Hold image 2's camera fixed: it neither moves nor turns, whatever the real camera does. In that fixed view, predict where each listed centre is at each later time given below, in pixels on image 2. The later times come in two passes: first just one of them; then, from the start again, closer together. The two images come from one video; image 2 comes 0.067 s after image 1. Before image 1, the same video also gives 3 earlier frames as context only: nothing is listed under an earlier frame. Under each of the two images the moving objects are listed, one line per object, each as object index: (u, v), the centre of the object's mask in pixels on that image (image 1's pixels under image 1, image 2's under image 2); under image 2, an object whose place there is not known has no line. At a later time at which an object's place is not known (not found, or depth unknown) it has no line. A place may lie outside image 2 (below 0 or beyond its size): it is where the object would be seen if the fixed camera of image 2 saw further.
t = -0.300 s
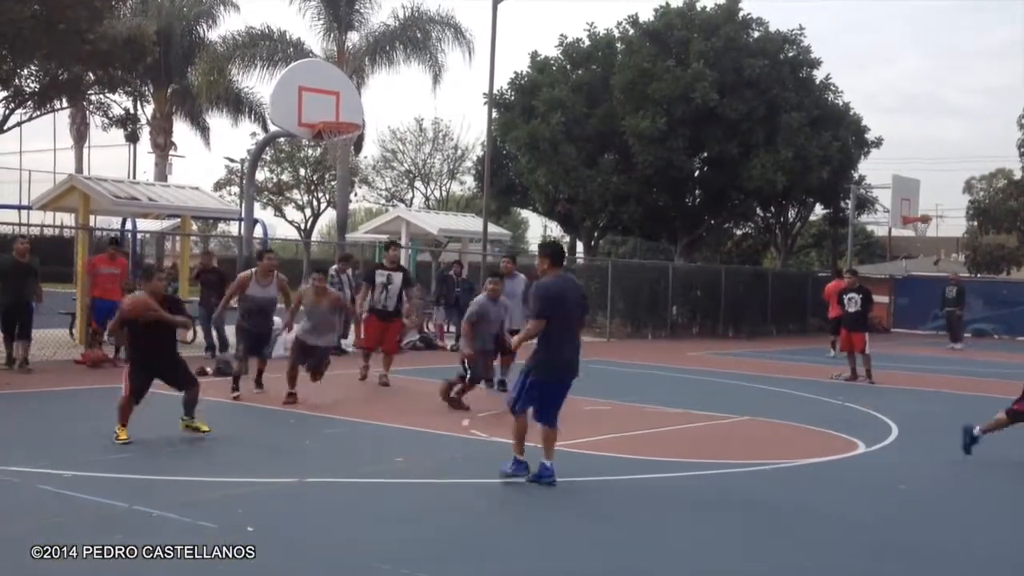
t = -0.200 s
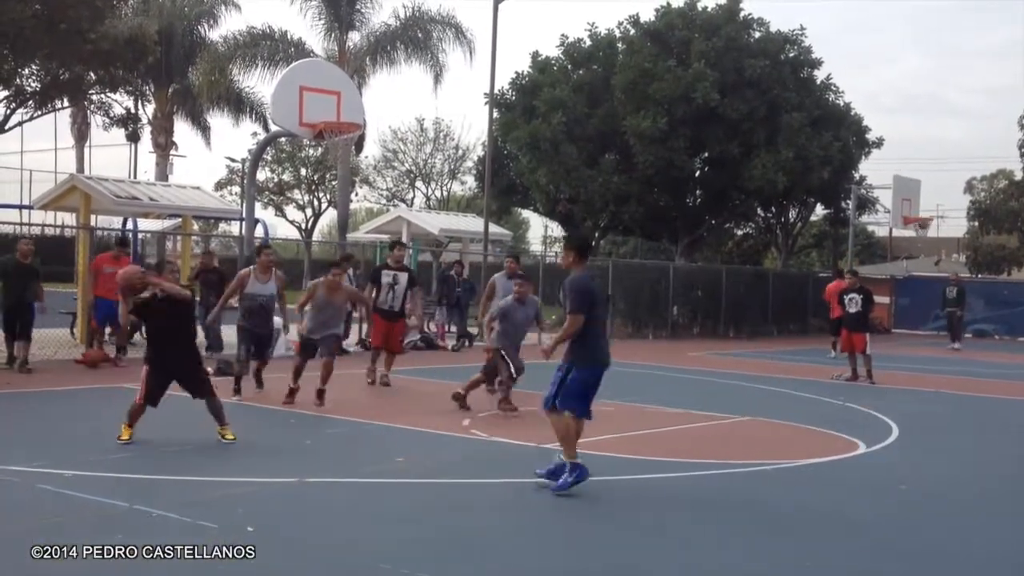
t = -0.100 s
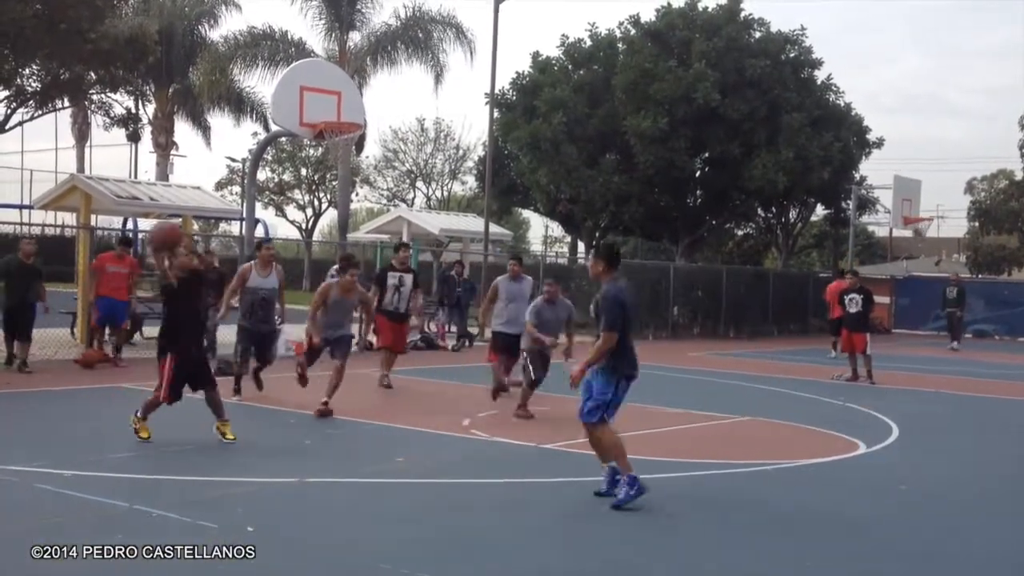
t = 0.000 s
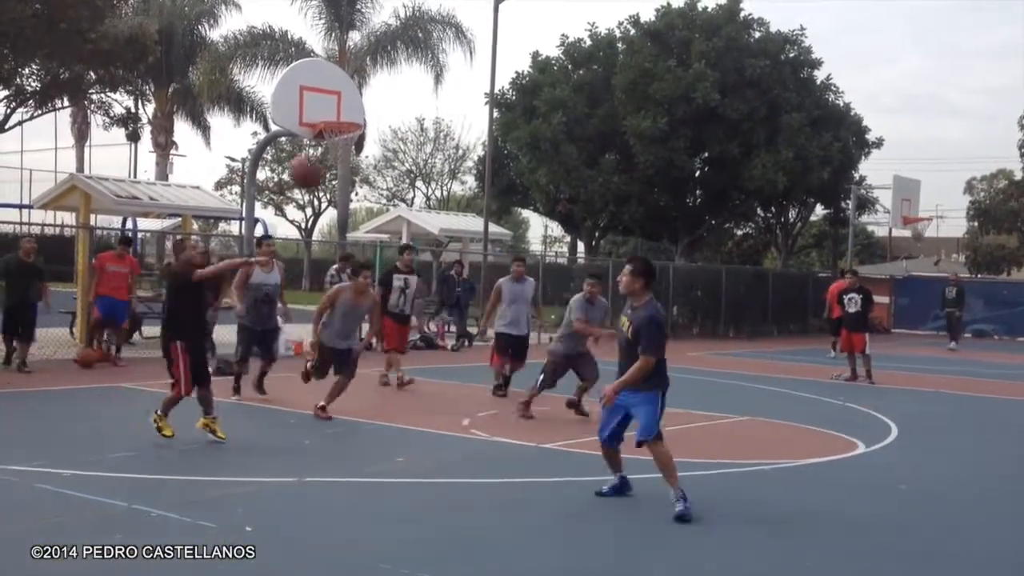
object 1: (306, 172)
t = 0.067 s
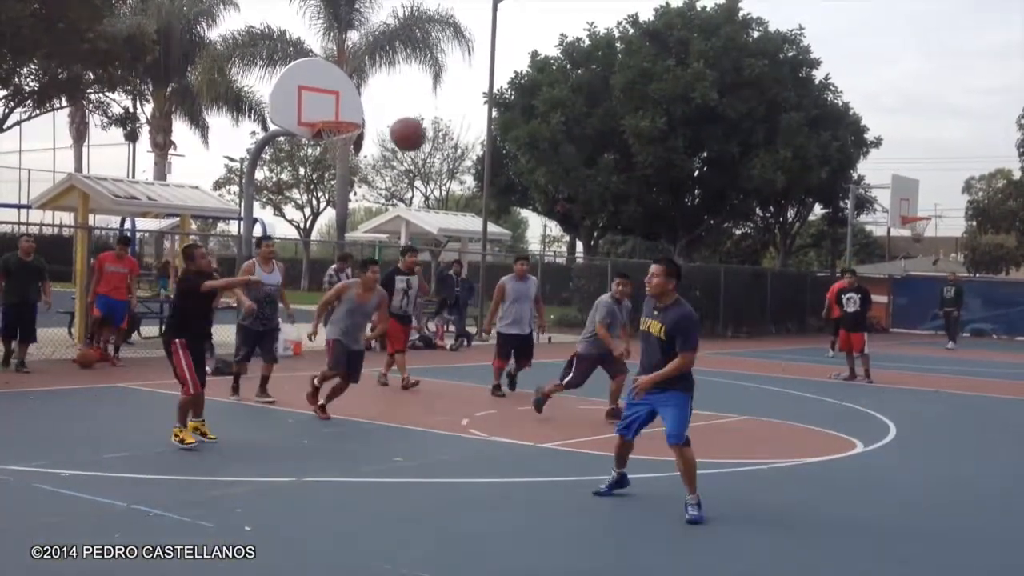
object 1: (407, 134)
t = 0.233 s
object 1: (694, 49)
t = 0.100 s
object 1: (461, 116)
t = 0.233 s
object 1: (694, 49)
